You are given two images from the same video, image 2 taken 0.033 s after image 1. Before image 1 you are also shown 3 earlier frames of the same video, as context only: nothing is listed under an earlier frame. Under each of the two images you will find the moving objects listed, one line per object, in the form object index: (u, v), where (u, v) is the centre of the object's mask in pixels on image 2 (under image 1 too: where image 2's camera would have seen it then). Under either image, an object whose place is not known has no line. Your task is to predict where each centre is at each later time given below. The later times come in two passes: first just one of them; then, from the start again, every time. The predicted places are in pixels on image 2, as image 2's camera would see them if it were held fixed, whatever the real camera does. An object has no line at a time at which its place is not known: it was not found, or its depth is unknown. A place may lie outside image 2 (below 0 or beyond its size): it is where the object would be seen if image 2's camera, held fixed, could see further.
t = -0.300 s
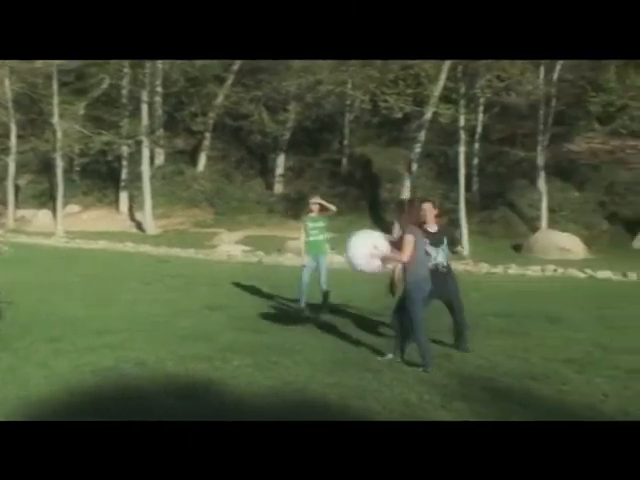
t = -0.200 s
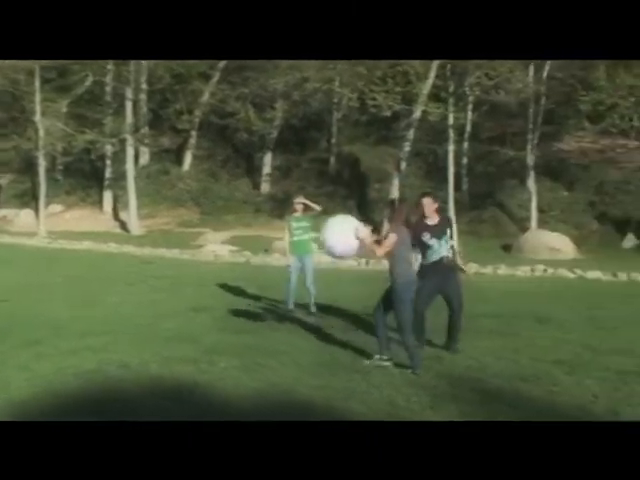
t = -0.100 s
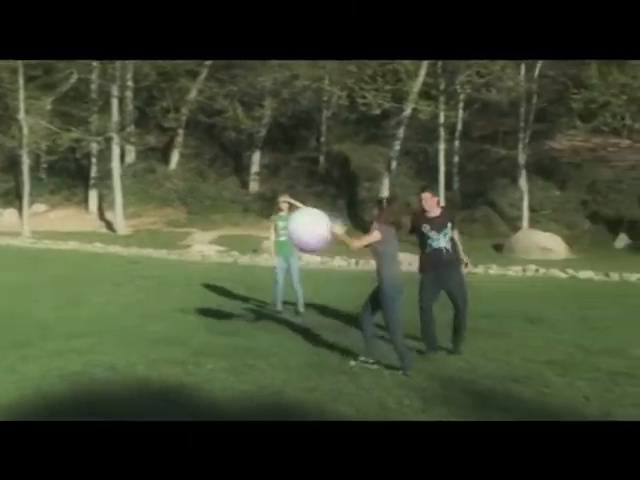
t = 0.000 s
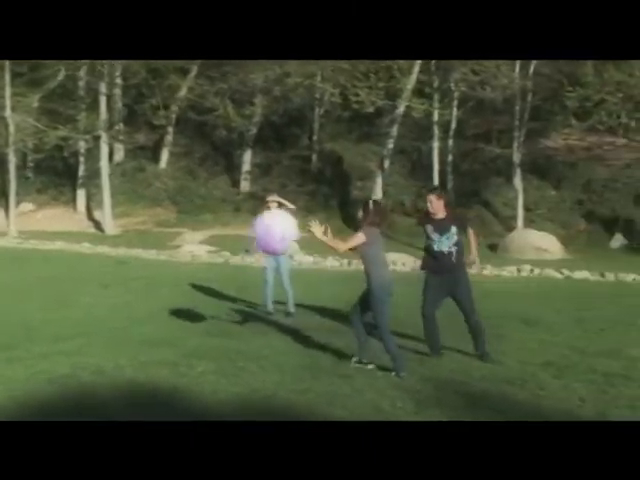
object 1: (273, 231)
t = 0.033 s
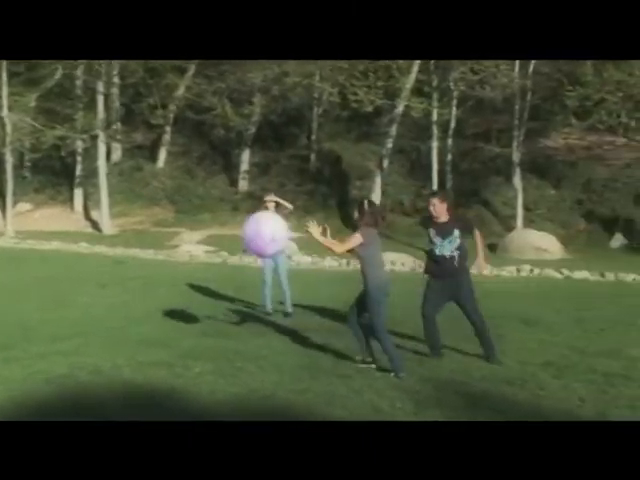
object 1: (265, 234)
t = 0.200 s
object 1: (225, 261)
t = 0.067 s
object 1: (257, 237)
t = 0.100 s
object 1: (249, 241)
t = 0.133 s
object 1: (240, 246)
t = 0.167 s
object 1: (233, 253)
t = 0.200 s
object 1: (225, 261)
